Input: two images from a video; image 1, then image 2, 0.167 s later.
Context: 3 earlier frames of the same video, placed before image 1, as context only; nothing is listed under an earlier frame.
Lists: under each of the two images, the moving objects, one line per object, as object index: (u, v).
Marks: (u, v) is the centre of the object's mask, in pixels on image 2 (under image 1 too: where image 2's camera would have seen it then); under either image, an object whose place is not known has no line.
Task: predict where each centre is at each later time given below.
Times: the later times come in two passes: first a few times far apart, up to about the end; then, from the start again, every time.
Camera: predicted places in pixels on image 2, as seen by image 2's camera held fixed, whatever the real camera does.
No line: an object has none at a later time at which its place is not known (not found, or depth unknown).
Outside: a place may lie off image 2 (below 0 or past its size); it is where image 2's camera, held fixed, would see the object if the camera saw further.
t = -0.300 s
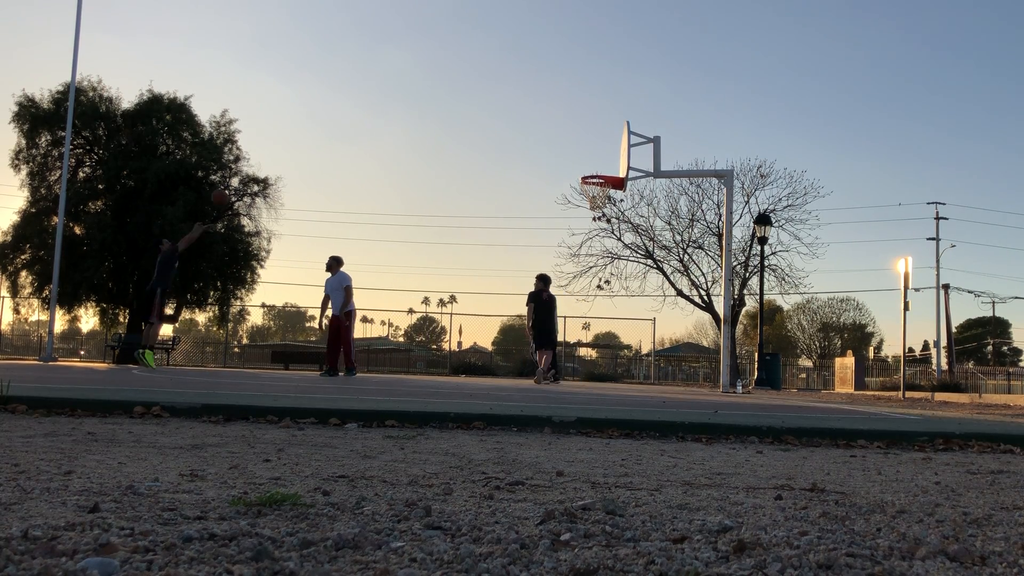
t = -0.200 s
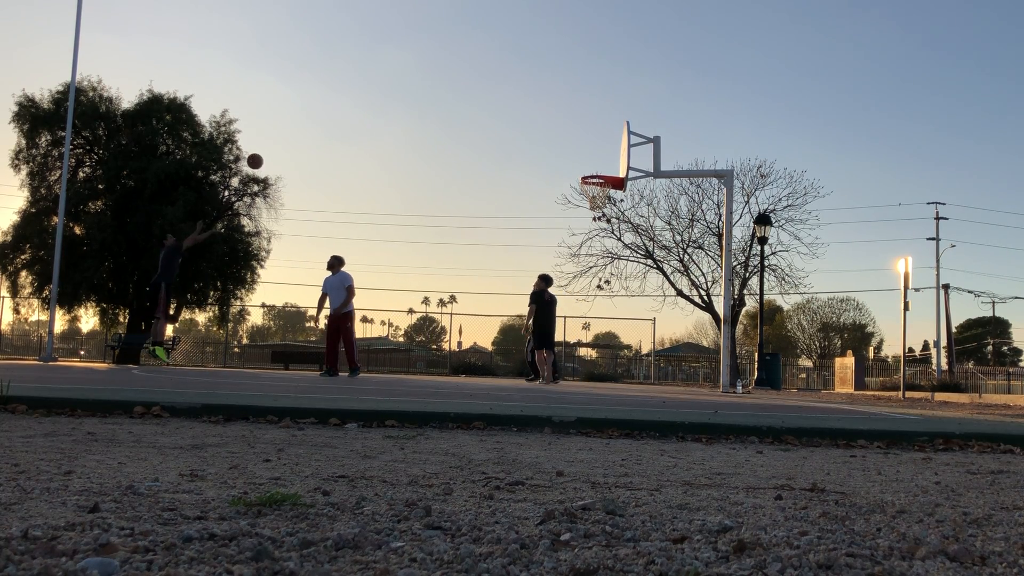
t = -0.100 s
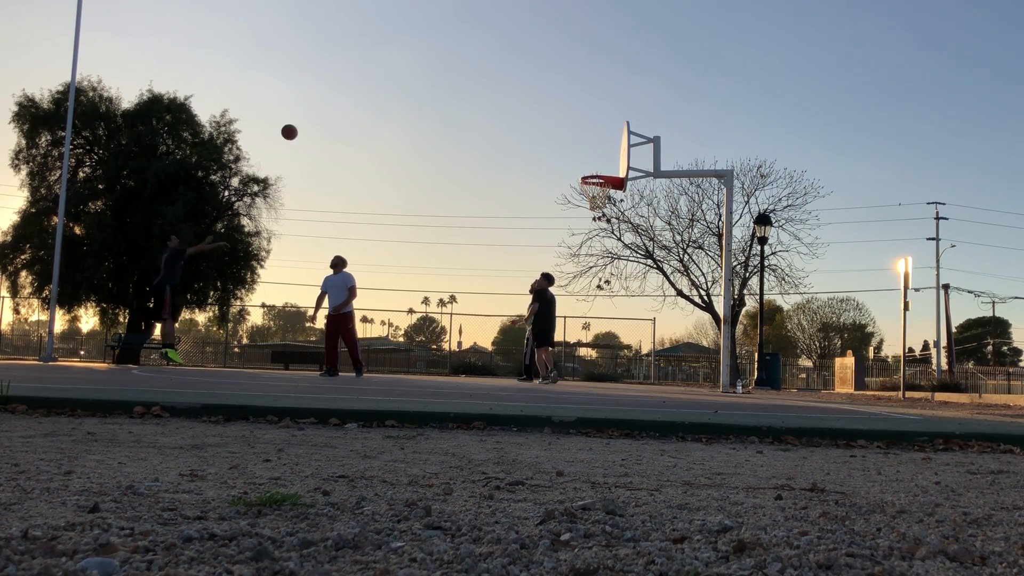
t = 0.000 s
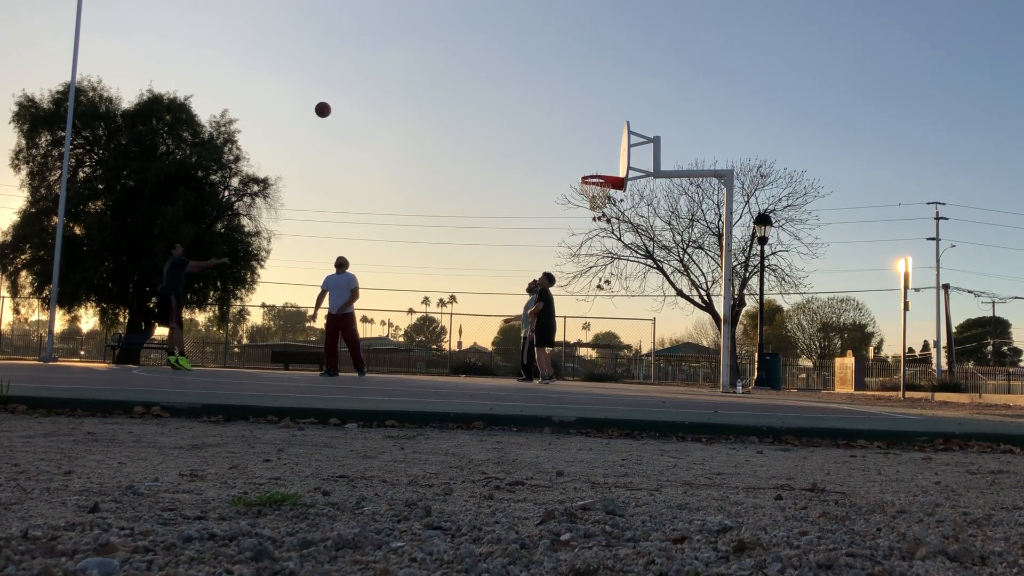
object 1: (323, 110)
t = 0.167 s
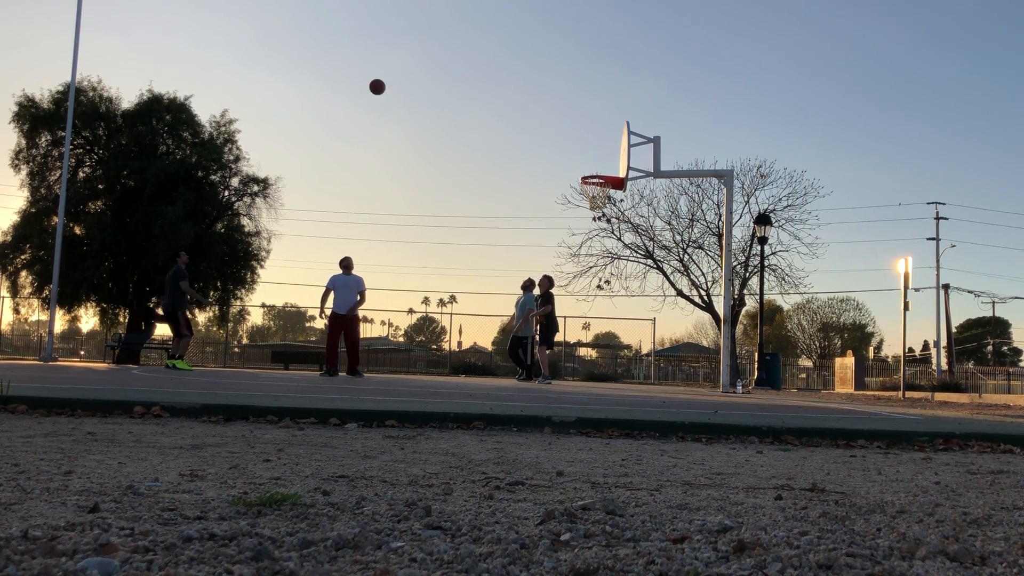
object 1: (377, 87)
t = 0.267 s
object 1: (409, 82)
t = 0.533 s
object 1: (493, 99)
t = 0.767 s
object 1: (565, 153)
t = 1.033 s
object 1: (604, 153)
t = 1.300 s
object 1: (550, 161)
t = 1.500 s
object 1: (508, 199)
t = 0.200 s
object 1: (388, 84)
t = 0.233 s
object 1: (399, 83)
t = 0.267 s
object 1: (409, 82)
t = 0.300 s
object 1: (420, 82)
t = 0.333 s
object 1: (431, 82)
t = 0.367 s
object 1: (441, 83)
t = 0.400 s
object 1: (452, 85)
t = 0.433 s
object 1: (462, 87)
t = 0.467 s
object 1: (473, 91)
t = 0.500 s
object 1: (483, 95)
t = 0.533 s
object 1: (493, 99)
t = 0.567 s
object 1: (504, 105)
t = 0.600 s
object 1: (514, 111)
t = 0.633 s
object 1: (524, 118)
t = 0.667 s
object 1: (534, 126)
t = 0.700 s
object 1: (544, 134)
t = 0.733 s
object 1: (554, 143)
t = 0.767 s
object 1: (565, 153)
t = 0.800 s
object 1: (575, 164)
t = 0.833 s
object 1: (583, 172)
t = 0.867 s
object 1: (592, 169)
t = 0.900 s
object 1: (600, 164)
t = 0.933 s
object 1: (609, 161)
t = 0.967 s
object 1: (616, 158)
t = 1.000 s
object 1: (610, 155)
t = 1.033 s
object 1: (604, 153)
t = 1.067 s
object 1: (597, 151)
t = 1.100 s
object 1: (590, 150)
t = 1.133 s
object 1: (584, 150)
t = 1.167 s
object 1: (577, 151)
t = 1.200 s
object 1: (570, 152)
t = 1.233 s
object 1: (563, 155)
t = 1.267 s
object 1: (556, 158)
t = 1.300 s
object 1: (550, 161)
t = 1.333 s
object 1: (543, 166)
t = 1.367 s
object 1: (536, 171)
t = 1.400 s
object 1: (529, 176)
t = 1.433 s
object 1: (522, 183)
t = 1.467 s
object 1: (515, 191)
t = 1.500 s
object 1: (508, 199)
